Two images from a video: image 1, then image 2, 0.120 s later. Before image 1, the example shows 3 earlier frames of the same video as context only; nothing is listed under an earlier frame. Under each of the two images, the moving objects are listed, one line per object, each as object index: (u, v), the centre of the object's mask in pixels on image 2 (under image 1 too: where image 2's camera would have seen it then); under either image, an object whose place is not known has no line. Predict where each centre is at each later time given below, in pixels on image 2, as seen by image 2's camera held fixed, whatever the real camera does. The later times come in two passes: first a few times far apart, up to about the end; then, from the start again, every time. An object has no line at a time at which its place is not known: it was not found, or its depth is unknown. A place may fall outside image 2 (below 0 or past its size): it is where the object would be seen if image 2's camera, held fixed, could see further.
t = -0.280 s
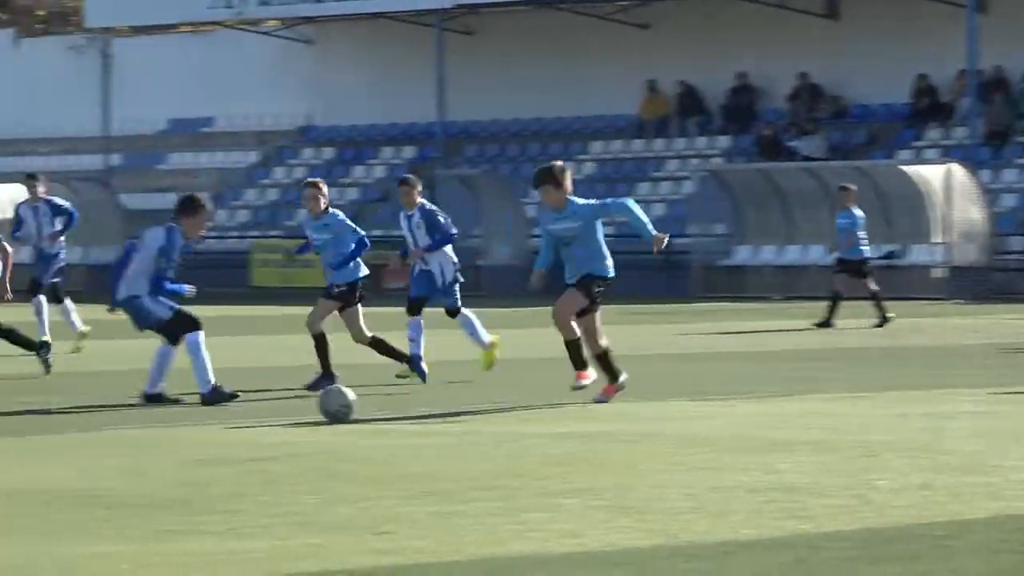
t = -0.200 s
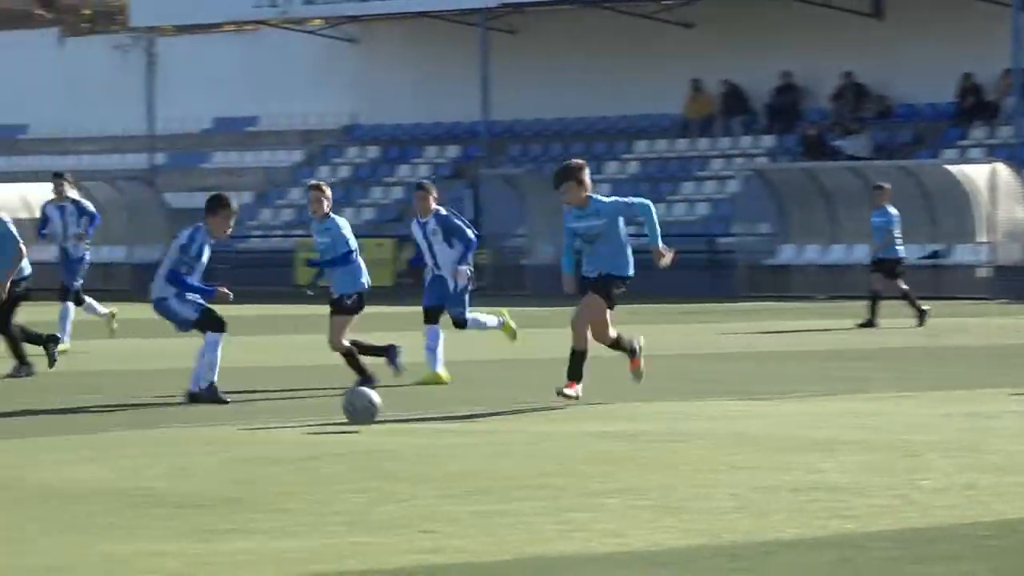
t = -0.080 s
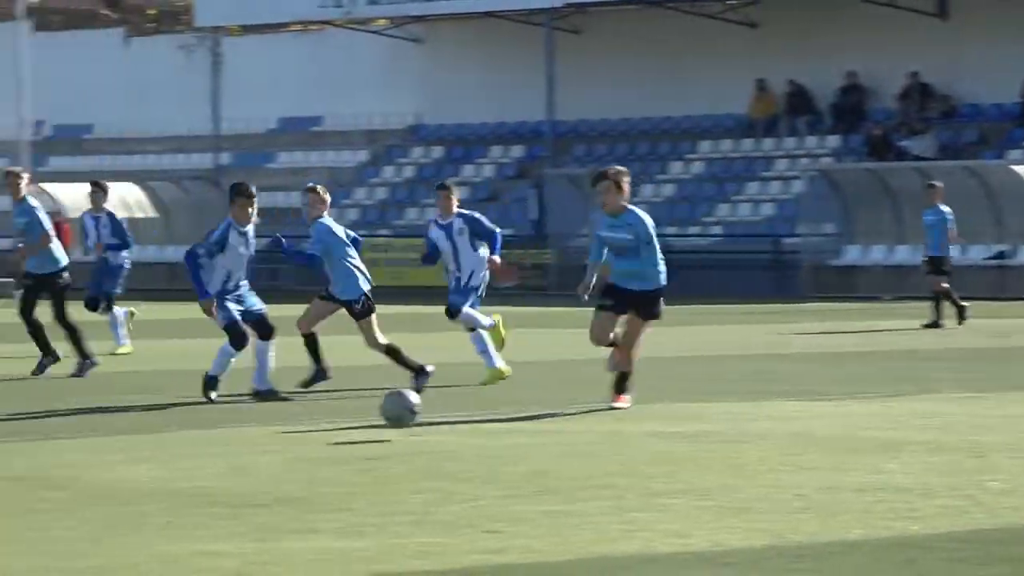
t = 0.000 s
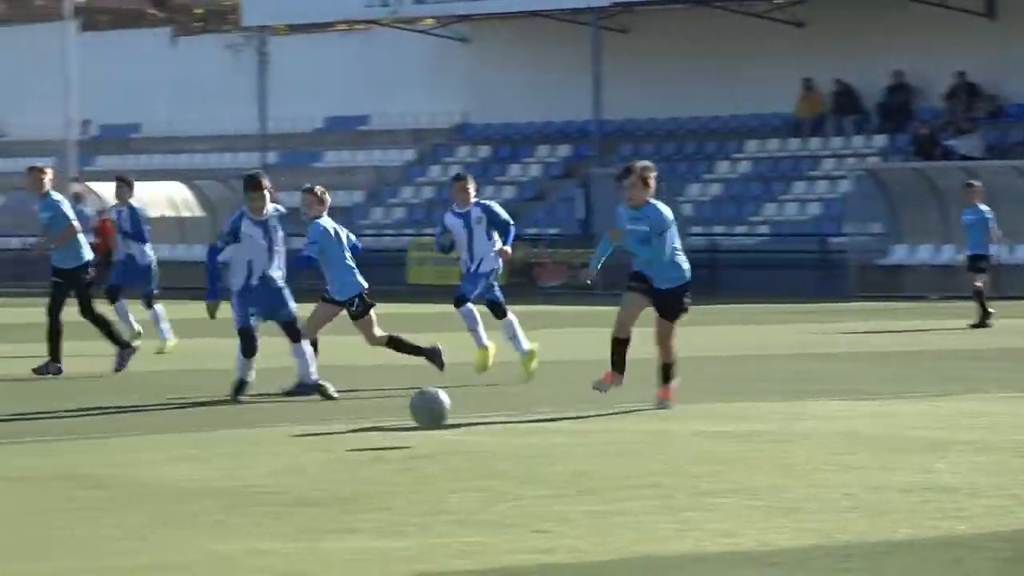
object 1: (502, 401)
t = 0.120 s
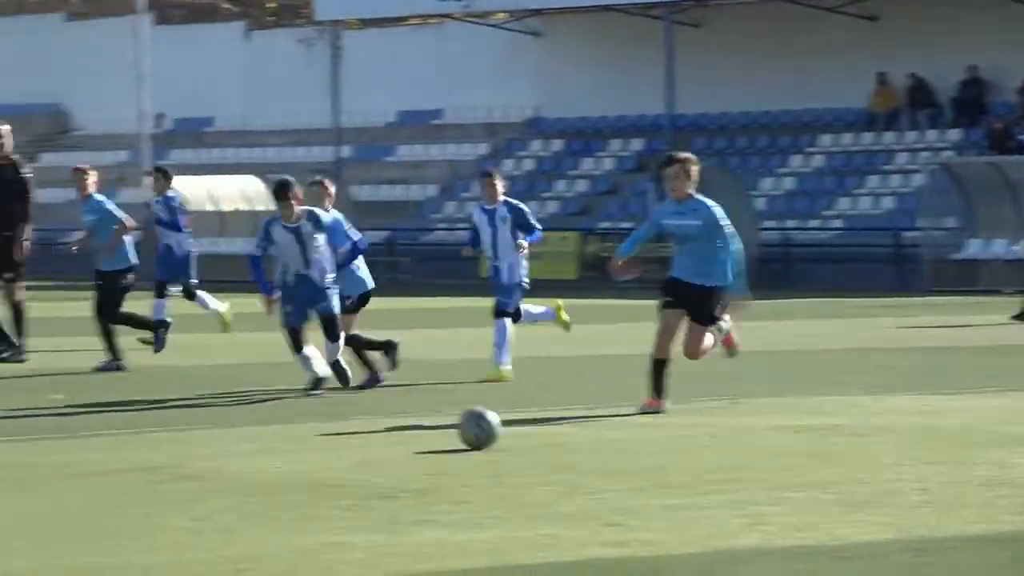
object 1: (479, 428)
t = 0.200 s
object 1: (461, 420)
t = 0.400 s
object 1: (418, 446)
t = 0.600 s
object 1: (369, 456)
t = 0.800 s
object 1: (318, 473)
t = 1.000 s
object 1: (267, 499)
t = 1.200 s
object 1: (209, 516)
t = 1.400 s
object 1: (147, 534)
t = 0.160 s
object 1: (471, 424)
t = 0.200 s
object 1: (461, 420)
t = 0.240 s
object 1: (452, 421)
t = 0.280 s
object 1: (444, 424)
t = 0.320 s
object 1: (436, 433)
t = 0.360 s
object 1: (427, 444)
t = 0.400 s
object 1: (418, 446)
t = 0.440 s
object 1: (408, 446)
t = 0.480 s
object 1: (399, 449)
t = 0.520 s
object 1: (389, 456)
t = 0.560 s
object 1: (379, 459)
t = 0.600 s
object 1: (369, 456)
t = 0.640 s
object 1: (358, 458)
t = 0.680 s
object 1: (349, 465)
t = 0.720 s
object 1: (339, 474)
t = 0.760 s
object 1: (329, 474)
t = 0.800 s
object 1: (318, 473)
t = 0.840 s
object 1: (308, 477)
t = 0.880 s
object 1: (299, 486)
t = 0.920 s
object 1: (289, 493)
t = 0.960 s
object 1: (278, 493)
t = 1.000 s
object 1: (267, 499)
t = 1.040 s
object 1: (256, 506)
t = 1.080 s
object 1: (244, 506)
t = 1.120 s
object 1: (232, 510)
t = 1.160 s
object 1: (221, 517)
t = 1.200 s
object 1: (209, 516)
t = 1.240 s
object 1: (197, 519)
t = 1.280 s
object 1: (185, 527)
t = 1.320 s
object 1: (173, 528)
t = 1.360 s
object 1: (160, 528)
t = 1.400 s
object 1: (147, 534)
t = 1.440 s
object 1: (134, 545)
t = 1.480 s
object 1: (121, 547)
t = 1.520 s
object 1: (107, 554)
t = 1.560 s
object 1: (93, 562)
